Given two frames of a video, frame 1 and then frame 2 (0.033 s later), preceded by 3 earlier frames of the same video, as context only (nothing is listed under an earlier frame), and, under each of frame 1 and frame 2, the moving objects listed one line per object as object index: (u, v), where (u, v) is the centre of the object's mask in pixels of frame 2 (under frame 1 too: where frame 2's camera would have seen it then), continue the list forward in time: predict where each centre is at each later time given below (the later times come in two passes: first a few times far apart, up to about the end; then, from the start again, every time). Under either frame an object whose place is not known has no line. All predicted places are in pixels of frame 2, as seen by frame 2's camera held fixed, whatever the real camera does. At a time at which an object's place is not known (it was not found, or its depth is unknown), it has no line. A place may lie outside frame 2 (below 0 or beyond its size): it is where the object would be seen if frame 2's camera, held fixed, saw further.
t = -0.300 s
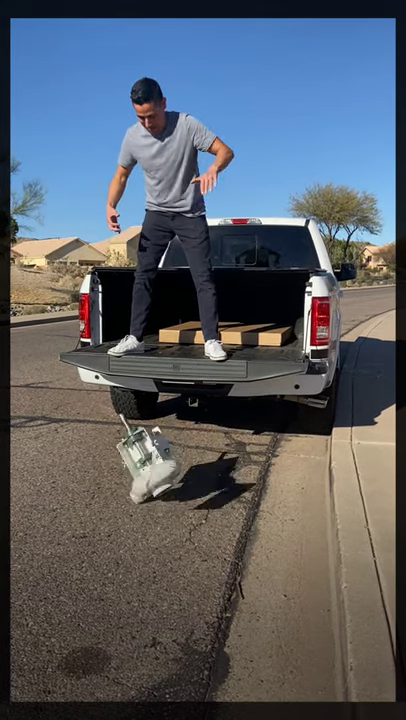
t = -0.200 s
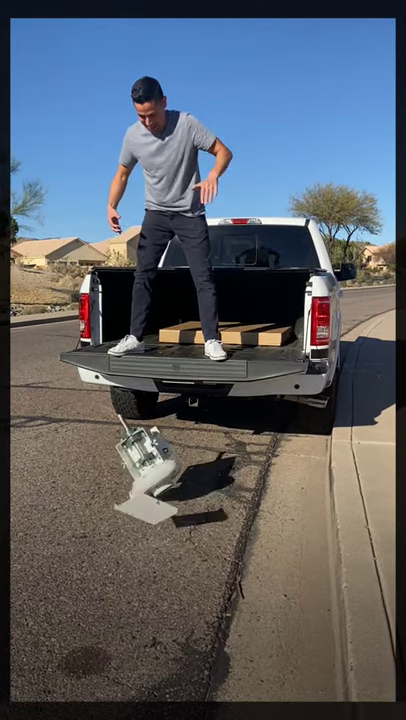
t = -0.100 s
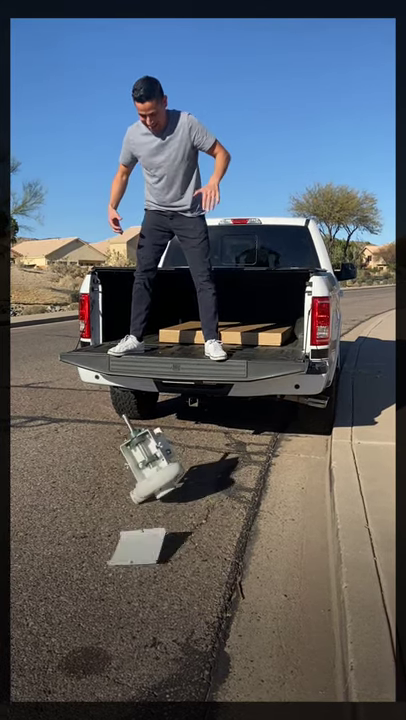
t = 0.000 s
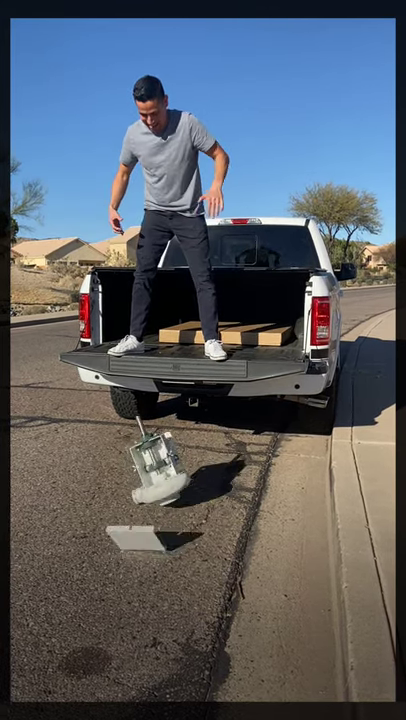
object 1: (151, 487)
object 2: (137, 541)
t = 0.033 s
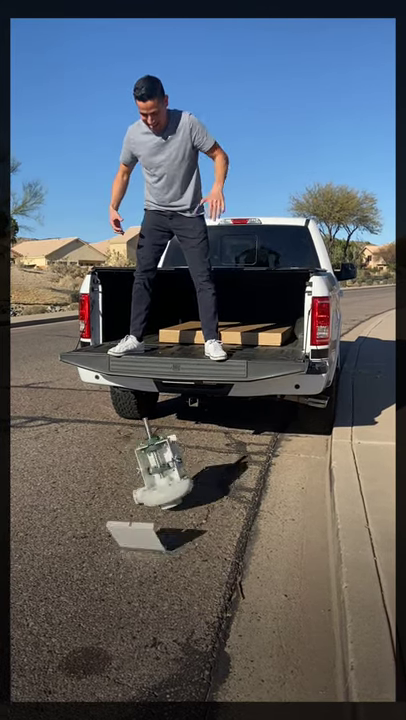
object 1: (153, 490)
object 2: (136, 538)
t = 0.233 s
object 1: (183, 480)
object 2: (136, 549)
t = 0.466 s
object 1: (207, 478)
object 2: (135, 557)
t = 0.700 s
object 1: (236, 484)
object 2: (135, 558)
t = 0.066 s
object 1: (156, 493)
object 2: (136, 537)
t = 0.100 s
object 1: (158, 495)
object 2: (135, 538)
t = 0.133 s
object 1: (162, 495)
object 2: (135, 540)
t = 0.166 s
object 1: (166, 493)
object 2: (134, 543)
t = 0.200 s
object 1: (179, 480)
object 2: (133, 546)
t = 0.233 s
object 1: (183, 480)
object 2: (136, 549)
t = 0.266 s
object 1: (186, 480)
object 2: (136, 556)
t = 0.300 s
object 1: (190, 480)
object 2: (136, 557)
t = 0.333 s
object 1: (194, 479)
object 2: (135, 557)
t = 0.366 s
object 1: (197, 478)
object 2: (136, 557)
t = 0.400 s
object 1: (200, 478)
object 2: (136, 557)
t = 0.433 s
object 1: (204, 478)
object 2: (136, 557)
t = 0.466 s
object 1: (207, 478)
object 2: (135, 557)
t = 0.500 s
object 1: (210, 478)
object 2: (136, 557)
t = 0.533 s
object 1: (214, 479)
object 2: (135, 558)
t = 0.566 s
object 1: (218, 480)
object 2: (135, 558)
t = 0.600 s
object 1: (223, 481)
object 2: (135, 558)
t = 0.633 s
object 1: (227, 483)
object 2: (135, 558)
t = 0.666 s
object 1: (231, 484)
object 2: (135, 558)
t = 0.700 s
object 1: (236, 484)
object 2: (135, 558)
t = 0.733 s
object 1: (239, 485)
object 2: (136, 557)
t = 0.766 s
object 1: (242, 485)
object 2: (136, 557)
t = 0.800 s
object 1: (243, 484)
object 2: (135, 557)
